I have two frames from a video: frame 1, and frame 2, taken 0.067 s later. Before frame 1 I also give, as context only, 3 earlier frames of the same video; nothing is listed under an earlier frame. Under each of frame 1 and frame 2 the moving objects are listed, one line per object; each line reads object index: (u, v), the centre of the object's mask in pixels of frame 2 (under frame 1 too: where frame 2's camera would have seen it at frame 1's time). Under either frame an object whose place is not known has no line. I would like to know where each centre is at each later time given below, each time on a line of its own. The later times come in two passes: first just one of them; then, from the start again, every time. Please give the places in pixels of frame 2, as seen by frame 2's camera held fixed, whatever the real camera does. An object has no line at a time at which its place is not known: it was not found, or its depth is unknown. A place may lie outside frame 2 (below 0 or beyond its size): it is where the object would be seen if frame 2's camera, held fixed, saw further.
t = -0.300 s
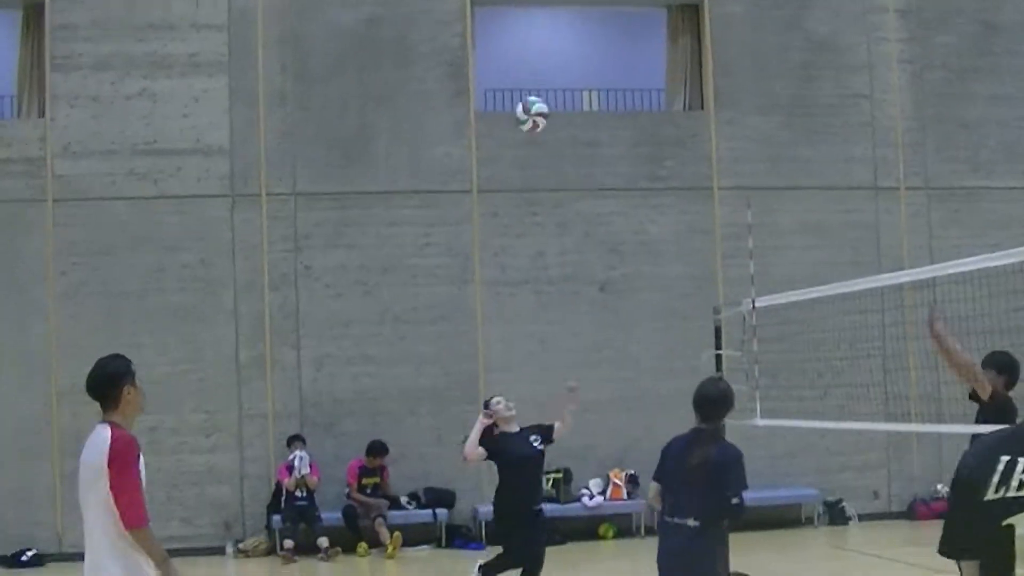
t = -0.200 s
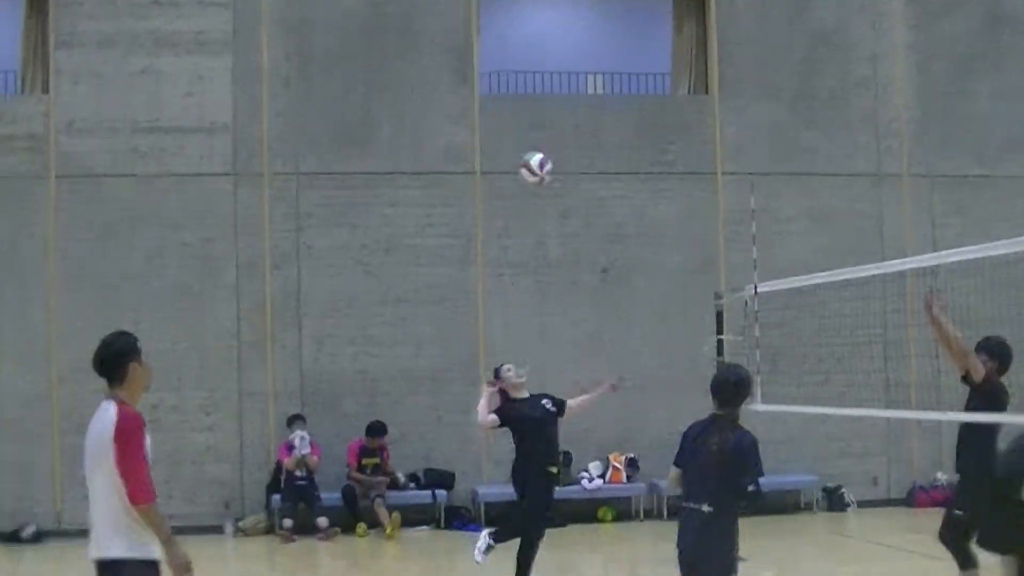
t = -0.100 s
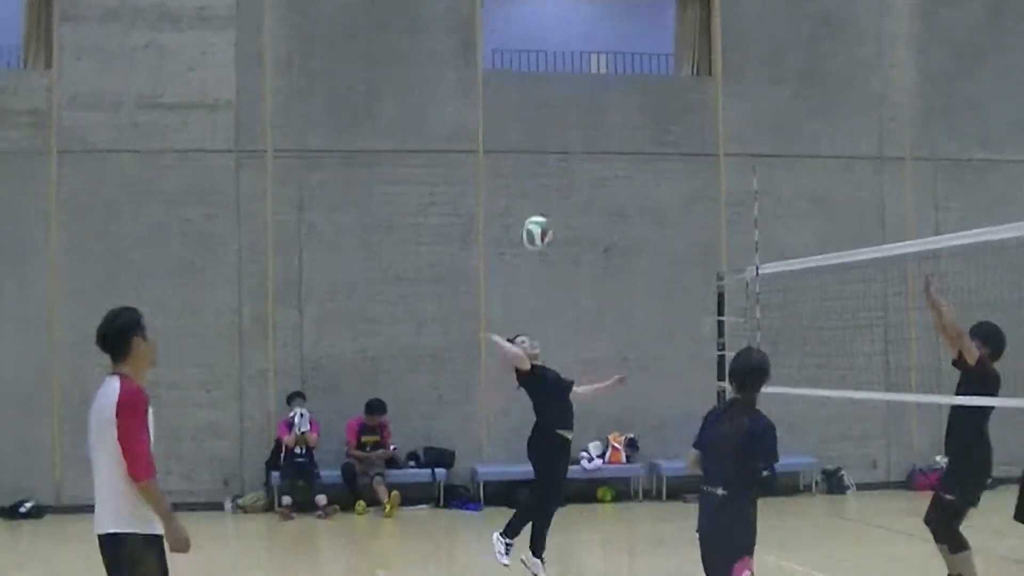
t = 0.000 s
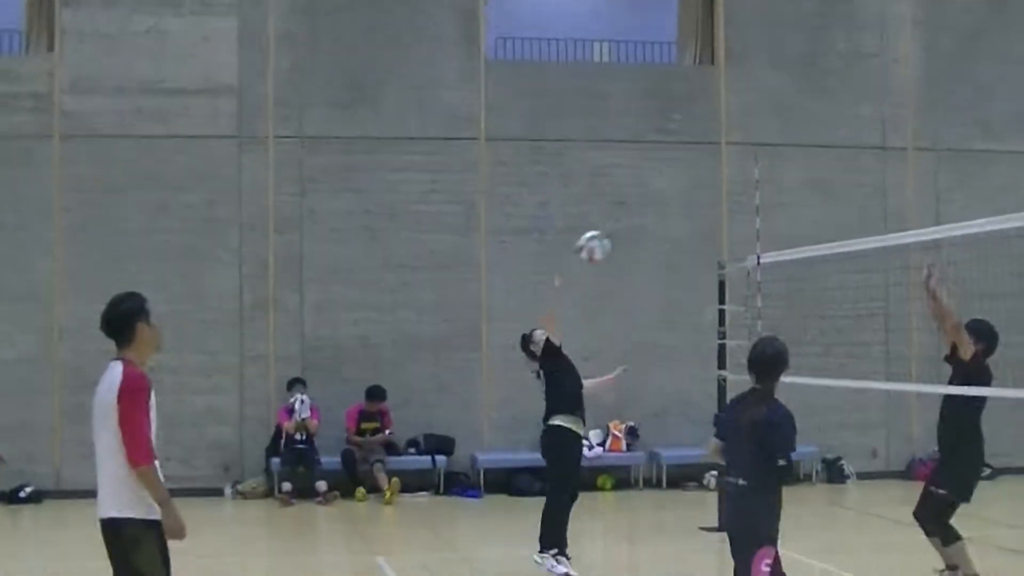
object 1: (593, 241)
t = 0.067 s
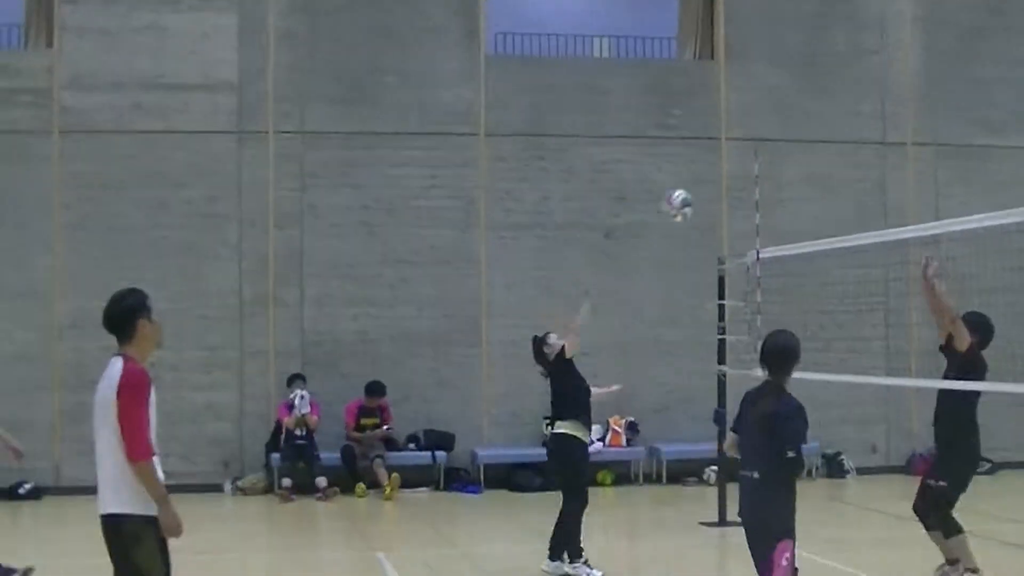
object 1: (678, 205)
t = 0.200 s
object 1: (839, 156)
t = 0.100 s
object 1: (718, 190)
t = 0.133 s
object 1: (758, 176)
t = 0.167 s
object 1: (798, 164)
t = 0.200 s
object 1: (839, 156)
